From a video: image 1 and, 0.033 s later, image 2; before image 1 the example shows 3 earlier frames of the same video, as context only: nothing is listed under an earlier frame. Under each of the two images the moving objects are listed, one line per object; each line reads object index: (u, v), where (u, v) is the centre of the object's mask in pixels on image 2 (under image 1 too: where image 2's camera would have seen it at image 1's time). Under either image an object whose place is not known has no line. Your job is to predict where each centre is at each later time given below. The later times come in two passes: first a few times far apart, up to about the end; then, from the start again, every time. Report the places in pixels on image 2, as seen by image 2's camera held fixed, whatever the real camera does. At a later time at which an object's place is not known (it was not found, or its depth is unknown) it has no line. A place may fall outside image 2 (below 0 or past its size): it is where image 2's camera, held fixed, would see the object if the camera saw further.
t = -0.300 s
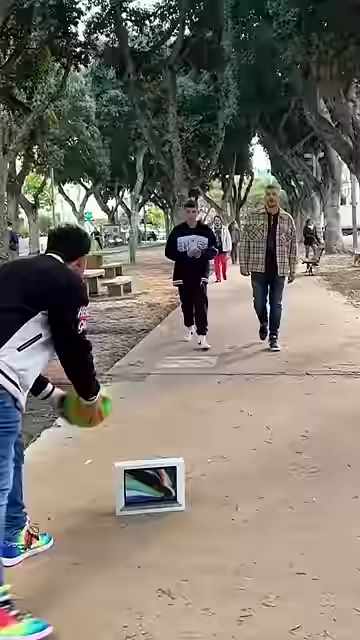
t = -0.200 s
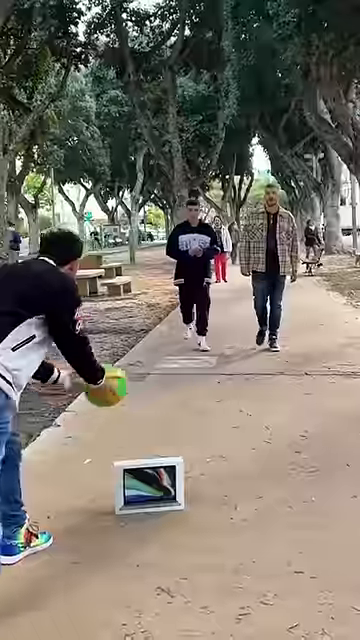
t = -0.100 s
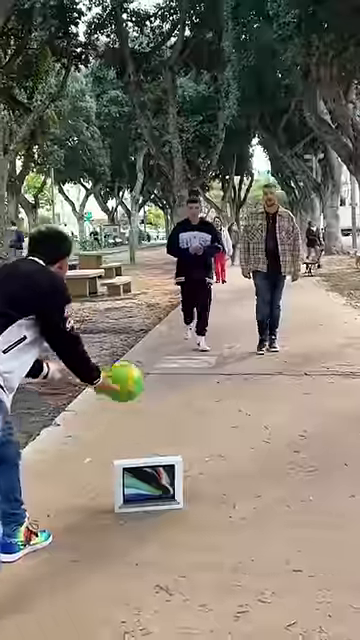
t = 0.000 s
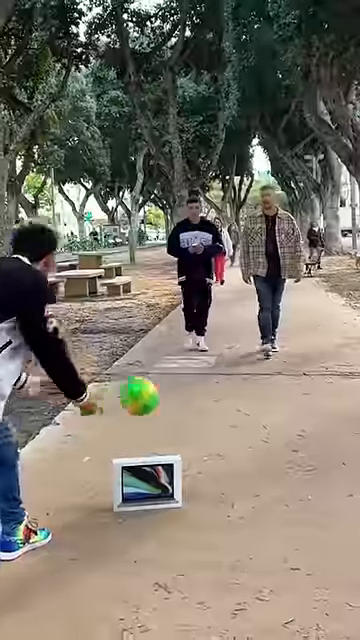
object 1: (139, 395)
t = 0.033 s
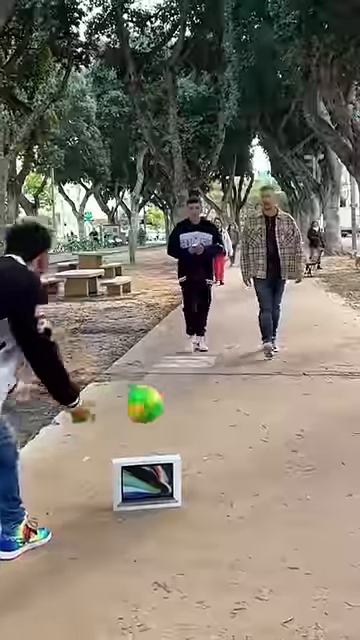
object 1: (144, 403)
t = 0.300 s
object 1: (177, 397)
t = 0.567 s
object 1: (200, 390)
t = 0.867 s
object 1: (226, 381)
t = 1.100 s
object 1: (246, 382)
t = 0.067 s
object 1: (148, 412)
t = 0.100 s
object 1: (153, 424)
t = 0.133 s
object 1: (159, 437)
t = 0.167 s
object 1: (162, 441)
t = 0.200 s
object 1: (166, 428)
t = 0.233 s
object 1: (170, 417)
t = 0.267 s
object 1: (172, 406)
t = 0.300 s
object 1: (177, 397)
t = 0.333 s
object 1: (178, 390)
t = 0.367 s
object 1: (180, 384)
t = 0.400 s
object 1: (183, 382)
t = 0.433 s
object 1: (188, 382)
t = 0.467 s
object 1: (190, 382)
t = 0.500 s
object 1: (193, 383)
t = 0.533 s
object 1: (196, 385)
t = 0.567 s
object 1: (200, 390)
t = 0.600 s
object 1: (202, 395)
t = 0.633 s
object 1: (207, 403)
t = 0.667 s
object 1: (211, 411)
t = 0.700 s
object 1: (214, 402)
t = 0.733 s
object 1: (216, 394)
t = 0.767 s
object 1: (218, 389)
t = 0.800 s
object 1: (221, 385)
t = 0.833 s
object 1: (224, 383)
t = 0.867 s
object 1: (226, 381)
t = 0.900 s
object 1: (229, 381)
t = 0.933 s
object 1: (230, 382)
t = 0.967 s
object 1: (235, 383)
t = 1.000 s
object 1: (237, 388)
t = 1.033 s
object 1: (238, 391)
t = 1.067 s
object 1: (243, 385)
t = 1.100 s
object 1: (246, 382)
